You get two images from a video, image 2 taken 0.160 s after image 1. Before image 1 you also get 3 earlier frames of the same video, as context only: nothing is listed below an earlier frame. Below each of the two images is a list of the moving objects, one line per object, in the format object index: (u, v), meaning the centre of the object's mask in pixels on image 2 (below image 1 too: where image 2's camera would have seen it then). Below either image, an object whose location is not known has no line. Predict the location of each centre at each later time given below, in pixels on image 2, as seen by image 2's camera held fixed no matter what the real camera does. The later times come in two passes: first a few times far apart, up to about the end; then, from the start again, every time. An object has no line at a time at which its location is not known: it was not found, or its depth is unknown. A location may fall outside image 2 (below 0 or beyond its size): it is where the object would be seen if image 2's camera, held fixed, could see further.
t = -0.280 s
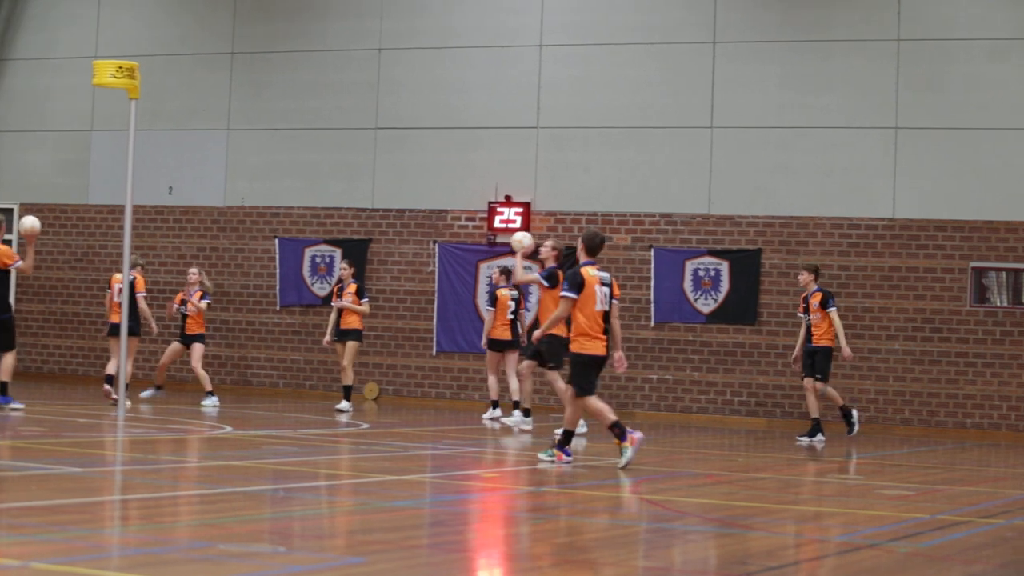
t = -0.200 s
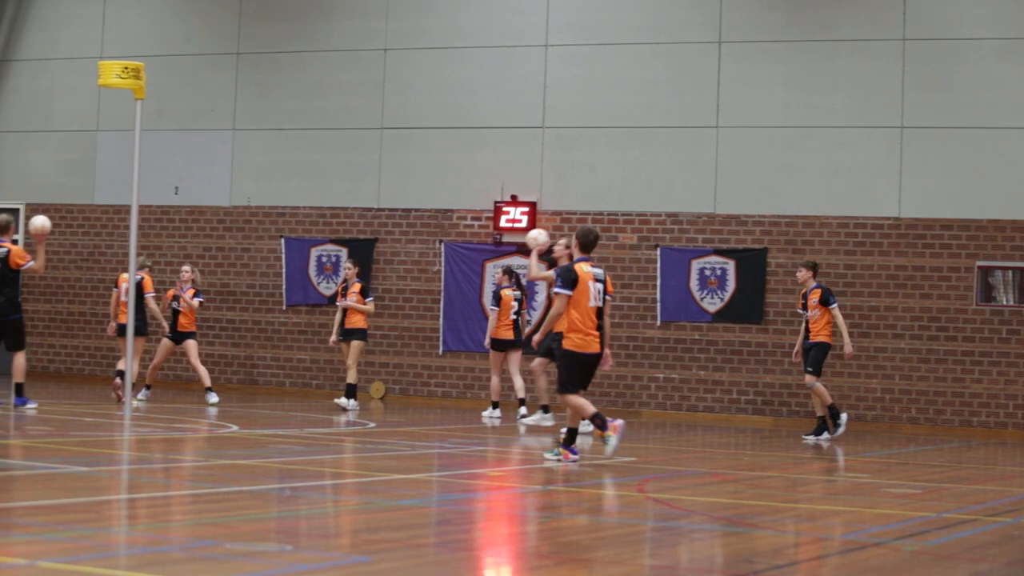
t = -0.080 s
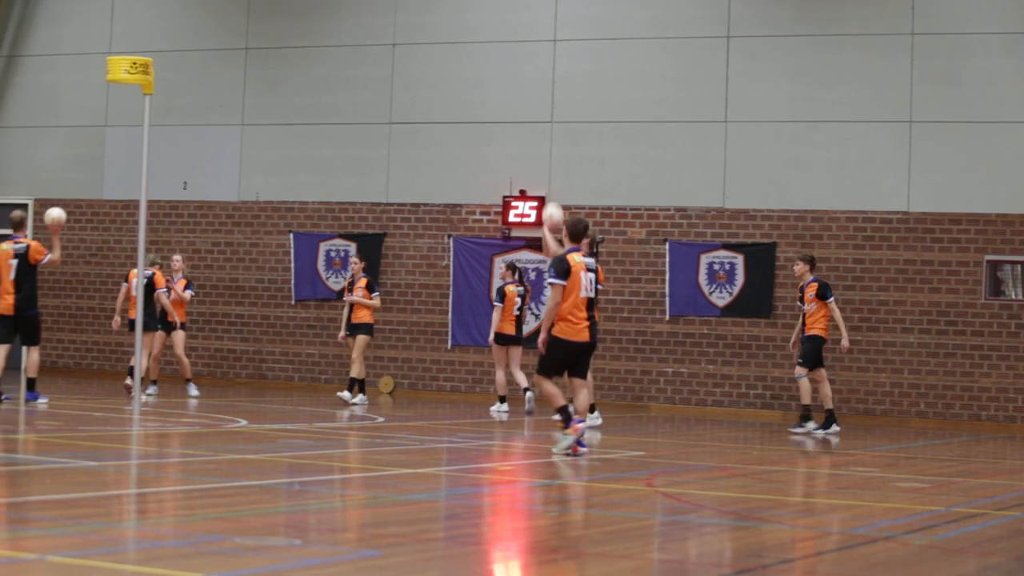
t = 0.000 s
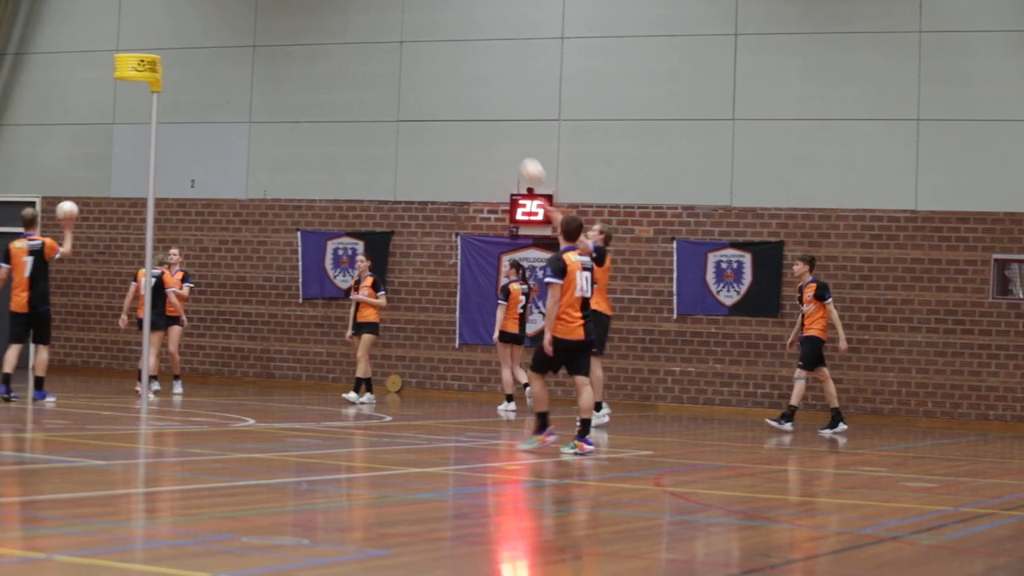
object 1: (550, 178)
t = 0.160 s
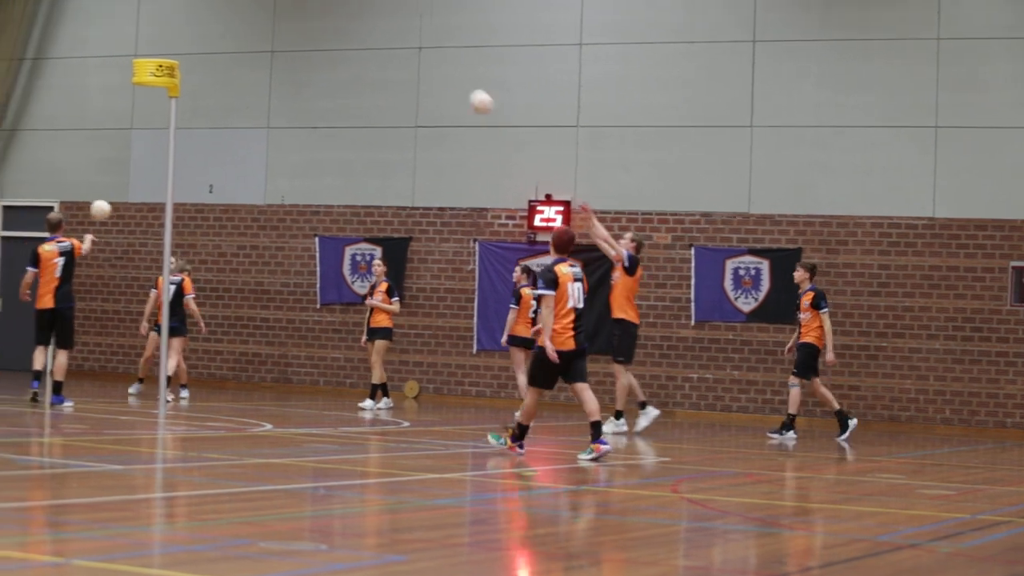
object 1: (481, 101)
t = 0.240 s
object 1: (446, 73)
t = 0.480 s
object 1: (344, 23)
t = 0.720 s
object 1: (238, 22)
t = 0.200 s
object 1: (463, 86)
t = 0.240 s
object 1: (446, 73)
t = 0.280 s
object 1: (429, 61)
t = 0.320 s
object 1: (412, 49)
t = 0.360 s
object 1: (394, 41)
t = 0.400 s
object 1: (377, 33)
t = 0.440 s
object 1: (360, 26)
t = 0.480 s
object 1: (344, 23)
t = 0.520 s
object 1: (327, 22)
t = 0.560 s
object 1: (309, 22)
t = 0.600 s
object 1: (291, 20)
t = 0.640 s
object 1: (274, 19)
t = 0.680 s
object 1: (255, 20)
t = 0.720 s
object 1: (238, 22)
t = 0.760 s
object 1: (220, 28)
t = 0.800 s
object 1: (202, 34)
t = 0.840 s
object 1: (183, 42)
